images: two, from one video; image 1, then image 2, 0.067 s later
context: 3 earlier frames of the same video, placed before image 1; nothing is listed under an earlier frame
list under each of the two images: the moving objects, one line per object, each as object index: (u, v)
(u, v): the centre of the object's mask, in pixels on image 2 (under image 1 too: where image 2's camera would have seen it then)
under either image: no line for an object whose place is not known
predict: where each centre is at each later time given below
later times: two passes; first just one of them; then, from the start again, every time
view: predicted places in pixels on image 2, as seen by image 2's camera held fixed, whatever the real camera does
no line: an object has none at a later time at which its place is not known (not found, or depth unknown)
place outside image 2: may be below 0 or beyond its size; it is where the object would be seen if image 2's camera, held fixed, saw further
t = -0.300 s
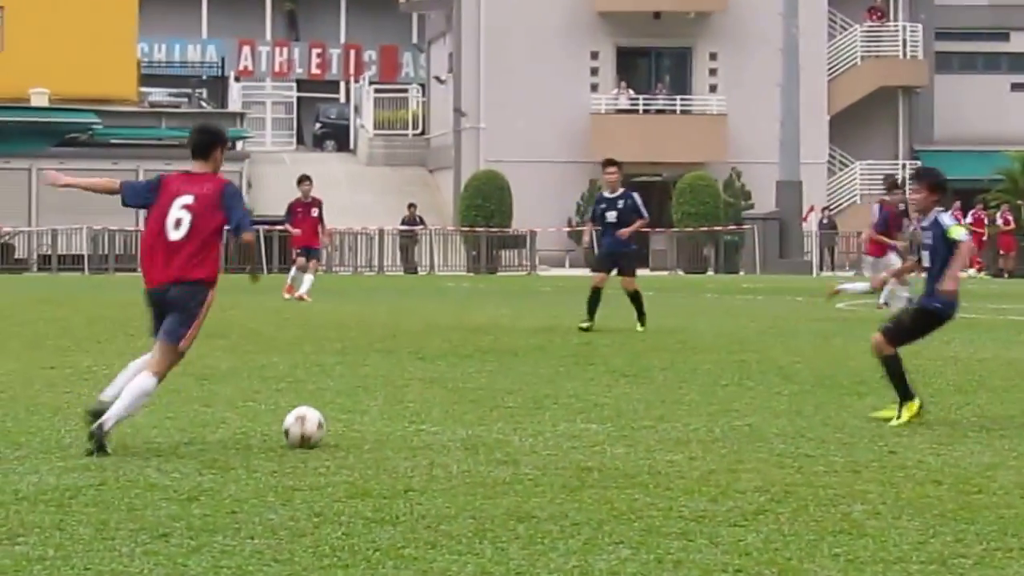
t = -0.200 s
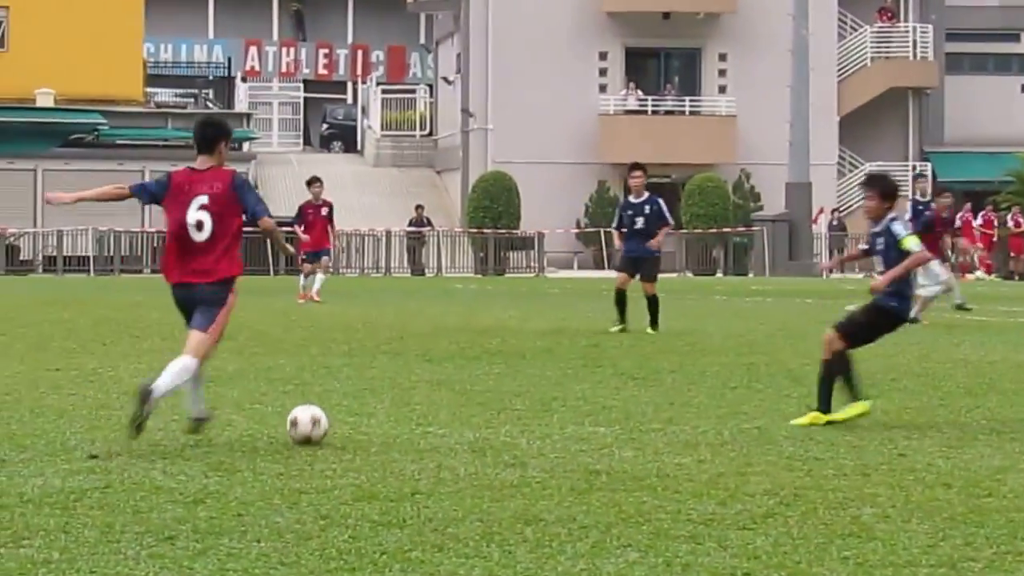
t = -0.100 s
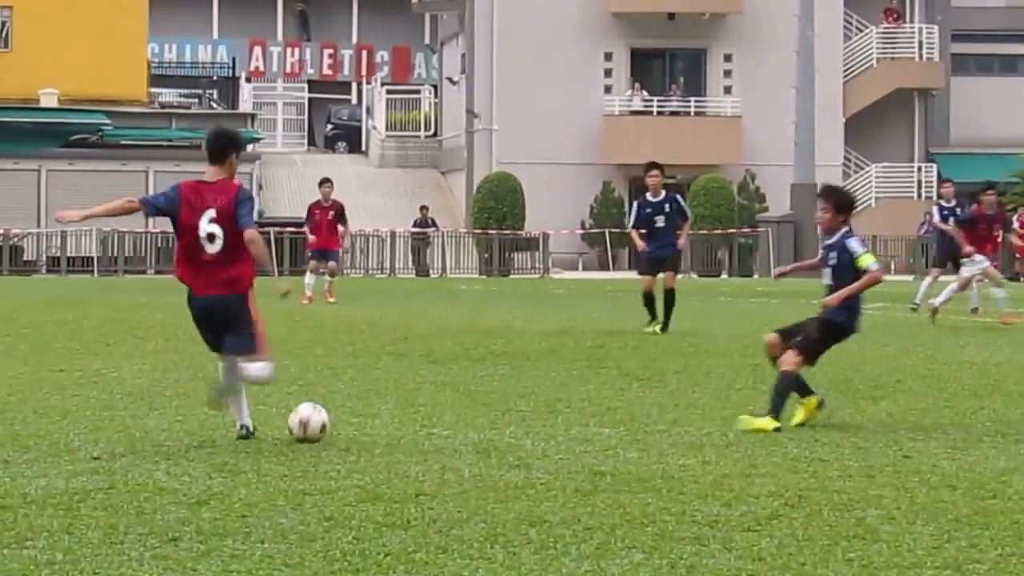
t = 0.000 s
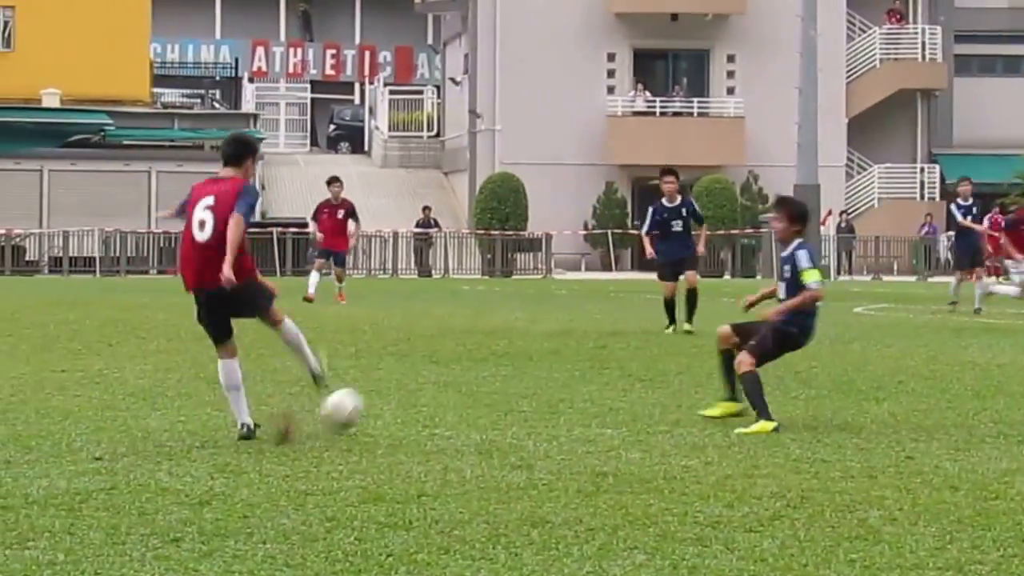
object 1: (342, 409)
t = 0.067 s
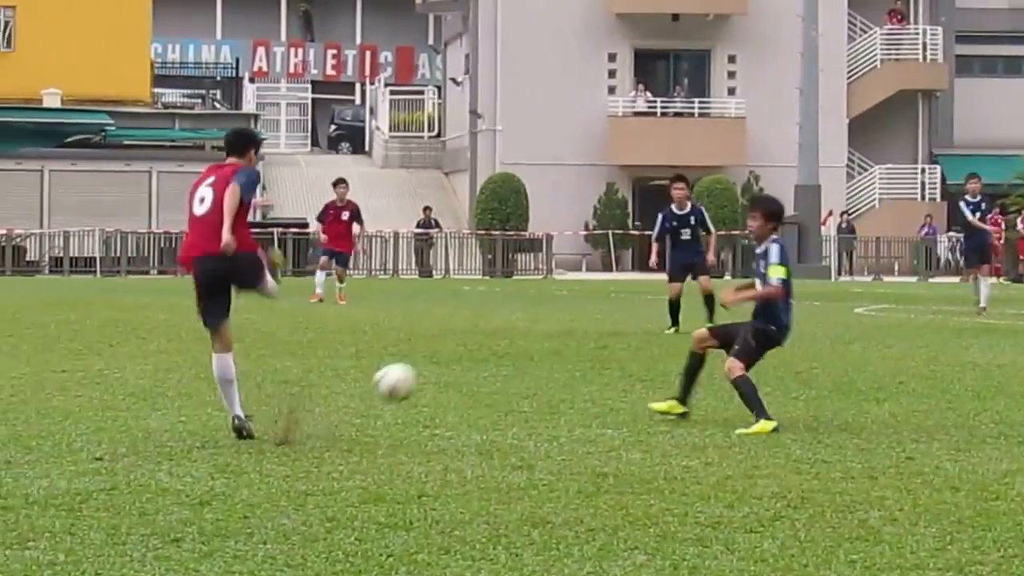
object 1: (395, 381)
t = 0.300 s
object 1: (539, 380)
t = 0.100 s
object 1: (419, 374)
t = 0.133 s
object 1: (442, 368)
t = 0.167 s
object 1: (464, 367)
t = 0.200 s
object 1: (484, 366)
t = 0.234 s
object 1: (504, 368)
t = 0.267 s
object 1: (522, 374)
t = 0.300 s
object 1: (539, 380)
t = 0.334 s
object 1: (554, 379)
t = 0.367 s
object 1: (567, 368)
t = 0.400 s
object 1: (580, 359)
